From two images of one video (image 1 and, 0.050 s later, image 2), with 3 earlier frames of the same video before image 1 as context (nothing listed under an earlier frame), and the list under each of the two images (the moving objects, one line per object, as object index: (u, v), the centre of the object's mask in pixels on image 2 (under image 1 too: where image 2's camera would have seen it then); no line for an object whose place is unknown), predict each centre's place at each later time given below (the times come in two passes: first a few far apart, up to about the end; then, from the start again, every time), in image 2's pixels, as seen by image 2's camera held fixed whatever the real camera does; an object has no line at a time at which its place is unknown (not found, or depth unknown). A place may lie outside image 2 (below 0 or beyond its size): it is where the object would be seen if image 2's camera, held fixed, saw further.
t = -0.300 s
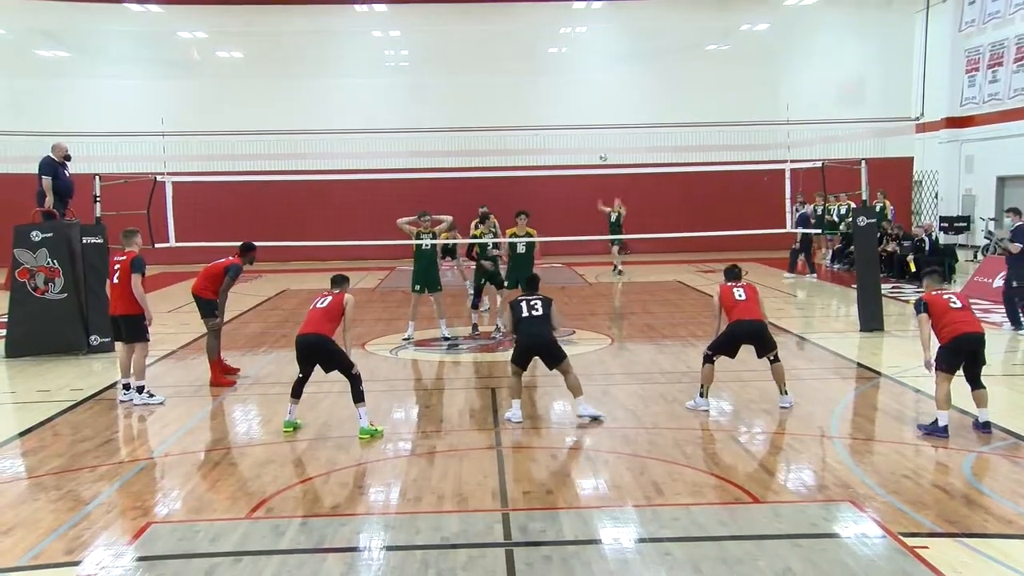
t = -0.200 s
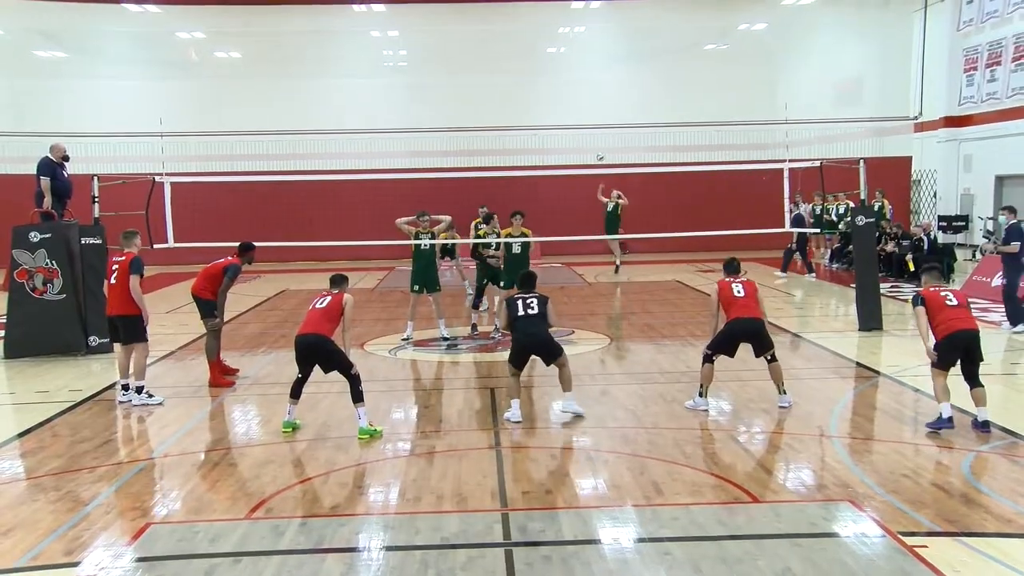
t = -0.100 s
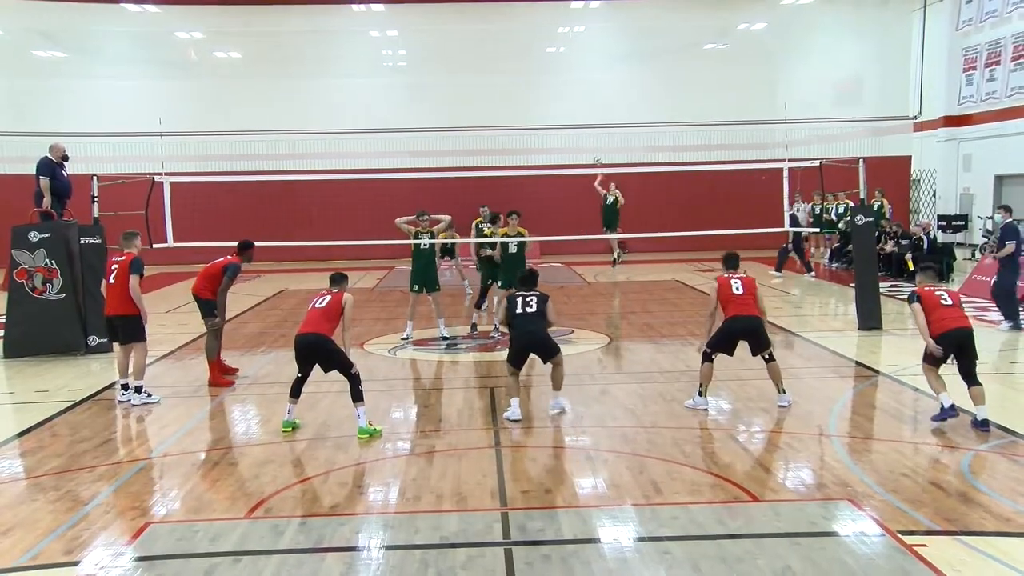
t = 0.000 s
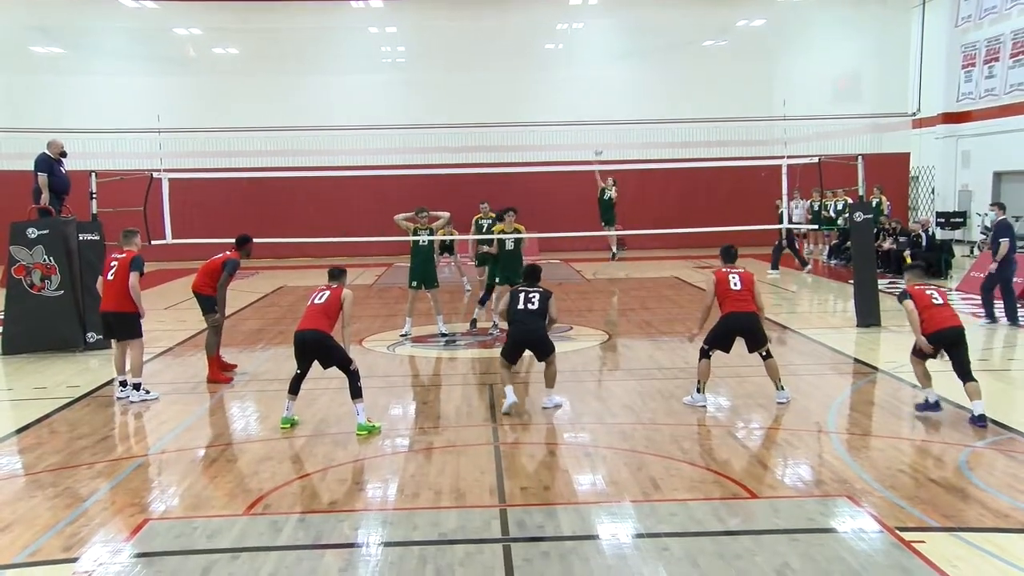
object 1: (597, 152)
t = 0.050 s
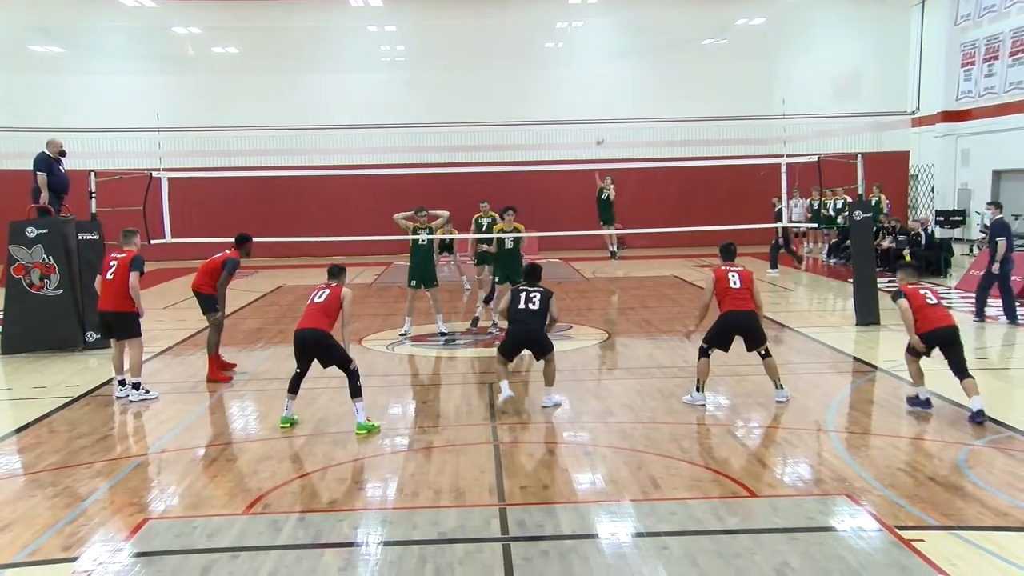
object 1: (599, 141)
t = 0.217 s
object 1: (604, 115)
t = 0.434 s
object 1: (611, 97)
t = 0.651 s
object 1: (622, 106)
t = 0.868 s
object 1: (644, 159)
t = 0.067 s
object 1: (599, 139)
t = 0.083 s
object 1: (600, 136)
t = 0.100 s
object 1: (601, 132)
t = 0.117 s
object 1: (601, 129)
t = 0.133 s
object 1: (602, 126)
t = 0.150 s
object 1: (602, 124)
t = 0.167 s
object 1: (602, 122)
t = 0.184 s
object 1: (603, 119)
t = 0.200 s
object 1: (604, 117)
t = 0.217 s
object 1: (604, 115)
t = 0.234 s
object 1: (604, 112)
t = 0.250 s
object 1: (604, 110)
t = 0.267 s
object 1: (605, 108)
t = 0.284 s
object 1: (606, 107)
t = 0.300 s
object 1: (606, 106)
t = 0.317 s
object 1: (607, 104)
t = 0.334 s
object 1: (607, 102)
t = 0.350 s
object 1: (608, 101)
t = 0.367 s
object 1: (608, 100)
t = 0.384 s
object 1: (609, 99)
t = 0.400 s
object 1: (610, 98)
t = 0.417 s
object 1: (611, 98)
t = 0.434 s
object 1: (611, 97)
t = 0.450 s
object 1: (612, 96)
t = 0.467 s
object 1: (612, 96)
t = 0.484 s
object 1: (613, 96)
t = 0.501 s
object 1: (614, 96)
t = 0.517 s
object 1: (615, 96)
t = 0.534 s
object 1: (616, 96)
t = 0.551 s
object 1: (617, 97)
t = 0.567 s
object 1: (617, 98)
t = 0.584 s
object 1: (618, 98)
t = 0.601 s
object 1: (619, 100)
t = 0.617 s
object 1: (620, 102)
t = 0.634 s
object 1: (621, 103)
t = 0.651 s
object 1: (622, 106)
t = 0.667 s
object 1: (623, 108)
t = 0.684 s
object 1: (625, 111)
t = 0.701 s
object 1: (626, 113)
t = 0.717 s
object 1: (627, 116)
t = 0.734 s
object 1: (629, 120)
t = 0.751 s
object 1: (630, 123)
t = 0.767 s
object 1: (631, 125)
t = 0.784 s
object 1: (634, 131)
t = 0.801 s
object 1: (635, 135)
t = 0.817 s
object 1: (637, 140)
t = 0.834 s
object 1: (640, 146)
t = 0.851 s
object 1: (641, 152)
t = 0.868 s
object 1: (644, 159)
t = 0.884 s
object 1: (646, 164)
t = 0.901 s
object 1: (649, 170)
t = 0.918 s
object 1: (651, 177)
